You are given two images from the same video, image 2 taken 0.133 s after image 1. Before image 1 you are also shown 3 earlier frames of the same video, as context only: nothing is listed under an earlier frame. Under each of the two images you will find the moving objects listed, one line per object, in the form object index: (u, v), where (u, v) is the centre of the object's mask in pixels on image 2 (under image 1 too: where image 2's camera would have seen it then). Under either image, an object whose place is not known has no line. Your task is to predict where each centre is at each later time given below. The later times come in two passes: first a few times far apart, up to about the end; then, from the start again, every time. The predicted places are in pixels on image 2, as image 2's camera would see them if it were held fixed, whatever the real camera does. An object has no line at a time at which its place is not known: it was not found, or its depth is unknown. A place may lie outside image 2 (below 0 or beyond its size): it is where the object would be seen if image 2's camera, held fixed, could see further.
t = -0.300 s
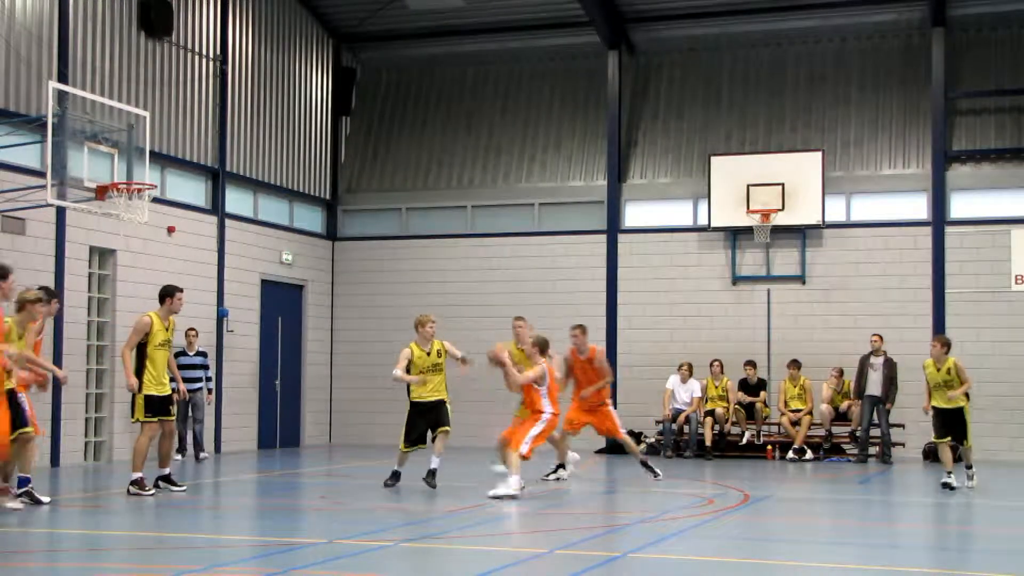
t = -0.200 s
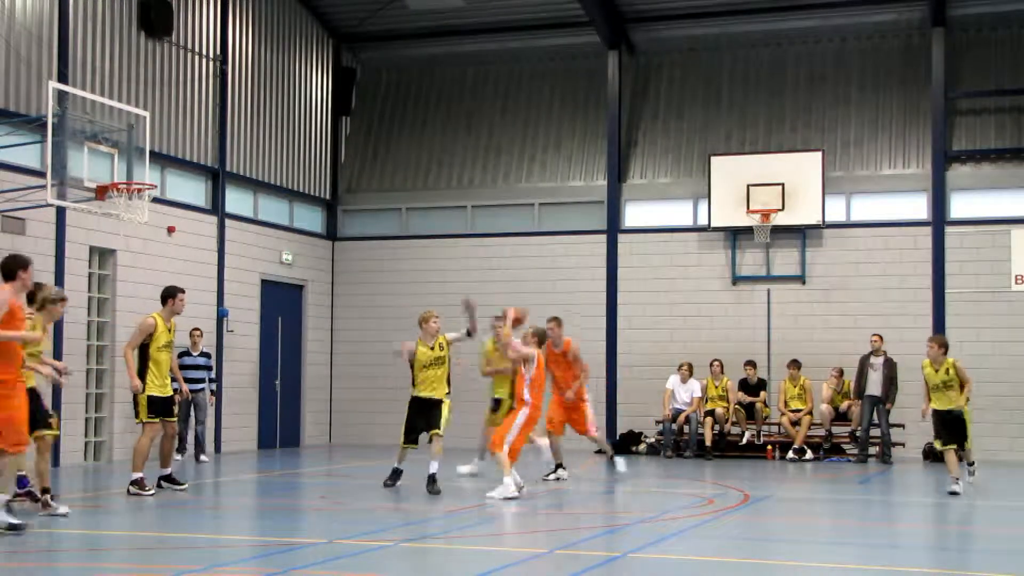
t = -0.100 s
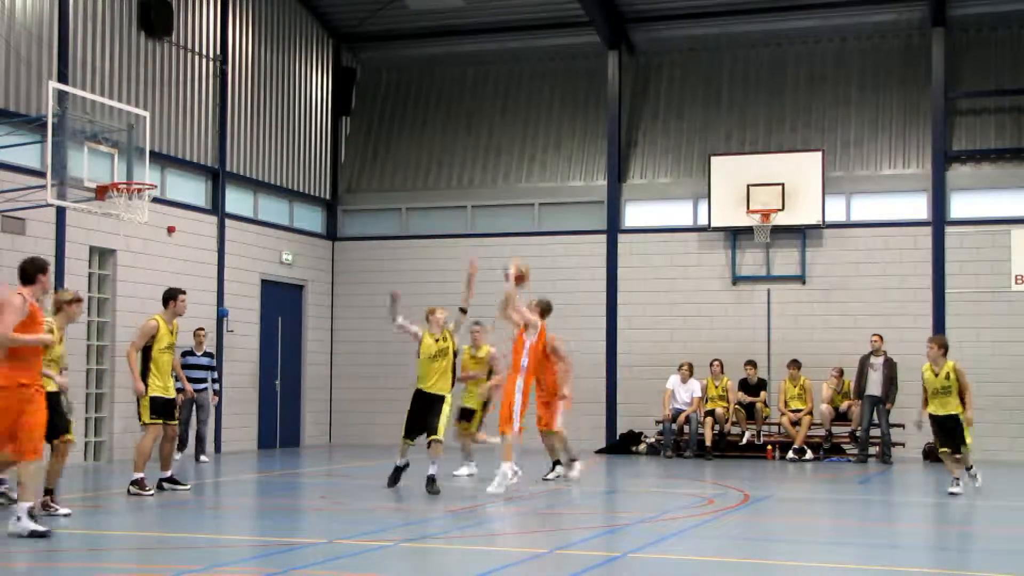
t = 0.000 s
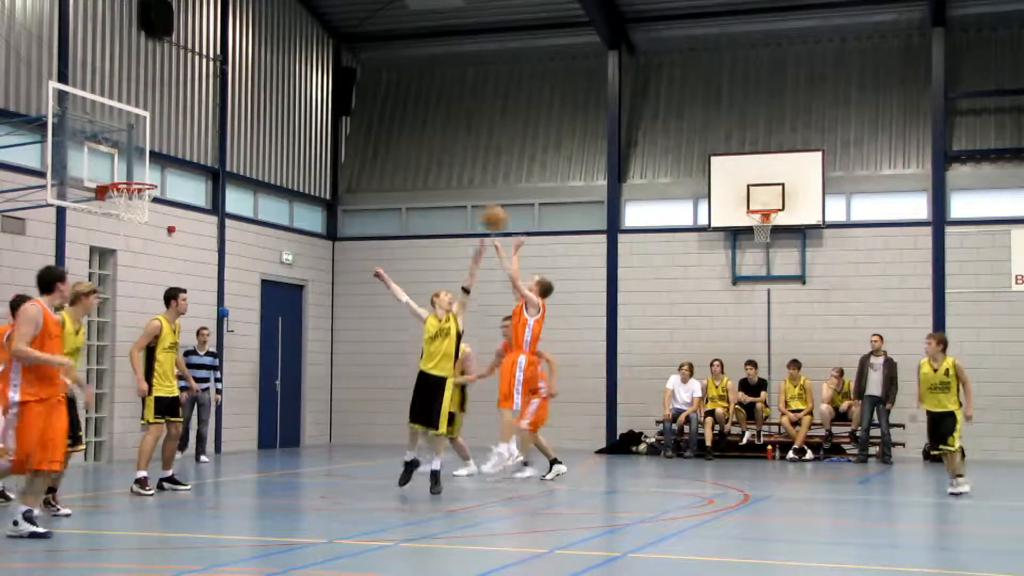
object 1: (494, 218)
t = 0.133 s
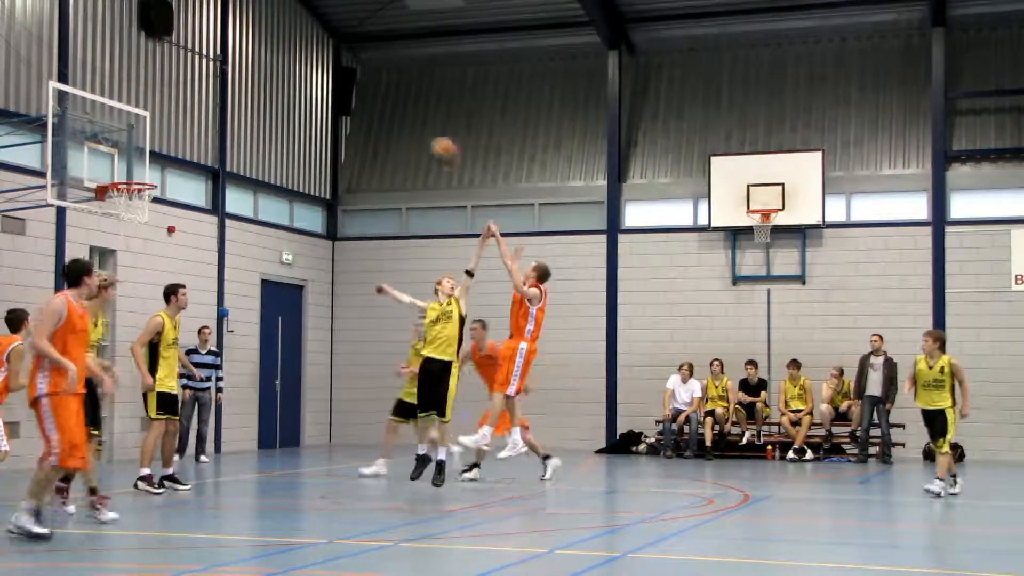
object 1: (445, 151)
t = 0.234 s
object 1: (407, 111)
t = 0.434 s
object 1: (337, 66)
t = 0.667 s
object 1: (253, 60)
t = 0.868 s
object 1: (184, 97)
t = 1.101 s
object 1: (113, 163)
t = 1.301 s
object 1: (113, 114)
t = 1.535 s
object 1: (133, 110)
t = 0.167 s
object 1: (432, 135)
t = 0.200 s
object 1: (419, 123)
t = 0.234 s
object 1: (407, 111)
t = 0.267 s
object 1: (395, 101)
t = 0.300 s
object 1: (383, 91)
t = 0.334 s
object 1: (371, 83)
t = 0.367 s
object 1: (360, 77)
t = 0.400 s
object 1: (348, 71)
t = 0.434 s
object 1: (337, 66)
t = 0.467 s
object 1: (325, 62)
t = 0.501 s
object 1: (311, 58)
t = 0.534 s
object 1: (300, 56)
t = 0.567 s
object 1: (289, 56)
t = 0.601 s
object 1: (277, 56)
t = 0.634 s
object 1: (264, 57)
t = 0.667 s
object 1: (253, 60)
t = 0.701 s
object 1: (241, 64)
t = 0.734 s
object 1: (229, 68)
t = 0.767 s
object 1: (218, 73)
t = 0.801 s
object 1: (207, 80)
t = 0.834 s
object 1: (196, 88)
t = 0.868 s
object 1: (184, 97)
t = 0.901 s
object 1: (173, 108)
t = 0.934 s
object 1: (160, 116)
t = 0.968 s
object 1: (148, 129)
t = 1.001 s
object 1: (137, 144)
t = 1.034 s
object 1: (125, 157)
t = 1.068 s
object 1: (114, 173)
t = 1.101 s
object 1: (113, 163)
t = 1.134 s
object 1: (111, 153)
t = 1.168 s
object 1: (110, 142)
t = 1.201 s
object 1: (109, 133)
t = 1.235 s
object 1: (108, 126)
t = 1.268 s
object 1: (110, 119)
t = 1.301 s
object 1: (113, 114)
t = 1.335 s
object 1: (116, 111)
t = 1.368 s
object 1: (118, 108)
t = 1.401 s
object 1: (122, 106)
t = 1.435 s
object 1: (125, 105)
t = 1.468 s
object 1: (127, 105)
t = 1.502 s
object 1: (130, 106)
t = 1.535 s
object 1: (133, 110)
